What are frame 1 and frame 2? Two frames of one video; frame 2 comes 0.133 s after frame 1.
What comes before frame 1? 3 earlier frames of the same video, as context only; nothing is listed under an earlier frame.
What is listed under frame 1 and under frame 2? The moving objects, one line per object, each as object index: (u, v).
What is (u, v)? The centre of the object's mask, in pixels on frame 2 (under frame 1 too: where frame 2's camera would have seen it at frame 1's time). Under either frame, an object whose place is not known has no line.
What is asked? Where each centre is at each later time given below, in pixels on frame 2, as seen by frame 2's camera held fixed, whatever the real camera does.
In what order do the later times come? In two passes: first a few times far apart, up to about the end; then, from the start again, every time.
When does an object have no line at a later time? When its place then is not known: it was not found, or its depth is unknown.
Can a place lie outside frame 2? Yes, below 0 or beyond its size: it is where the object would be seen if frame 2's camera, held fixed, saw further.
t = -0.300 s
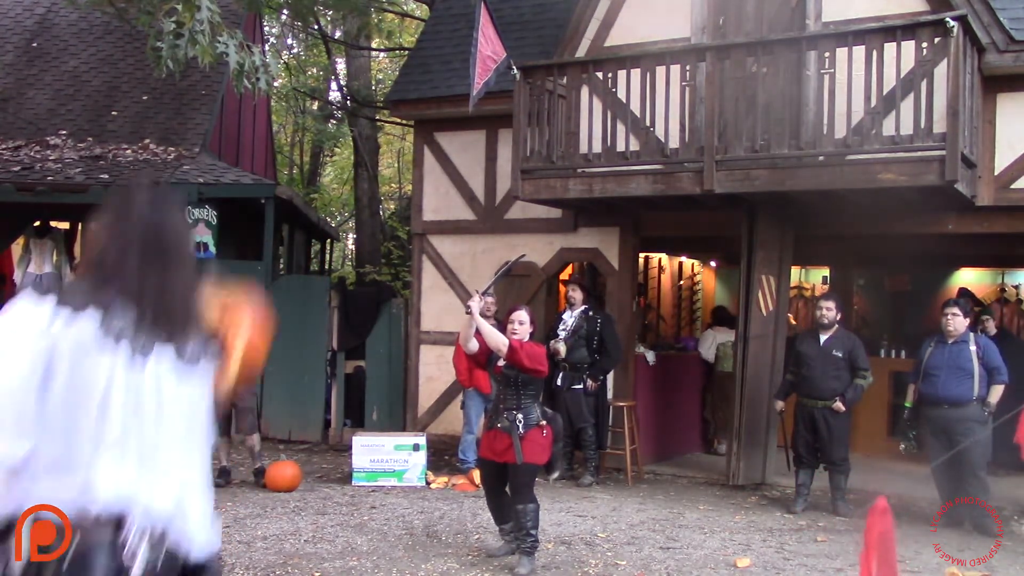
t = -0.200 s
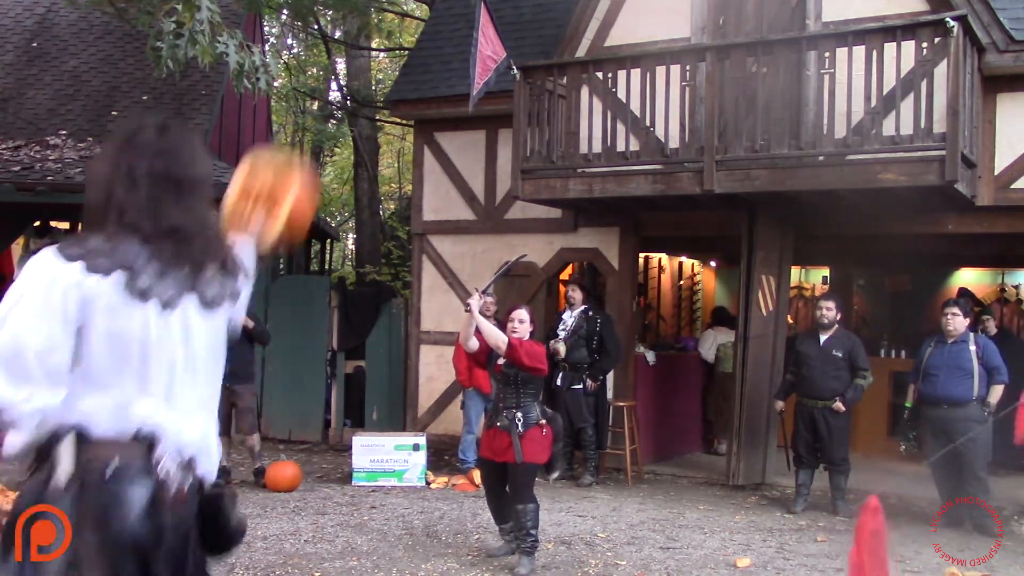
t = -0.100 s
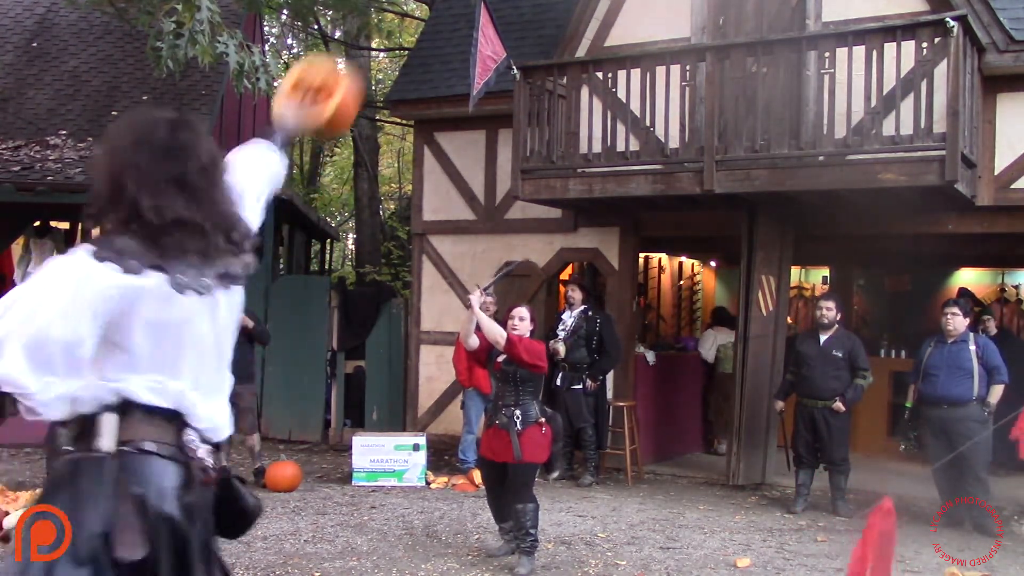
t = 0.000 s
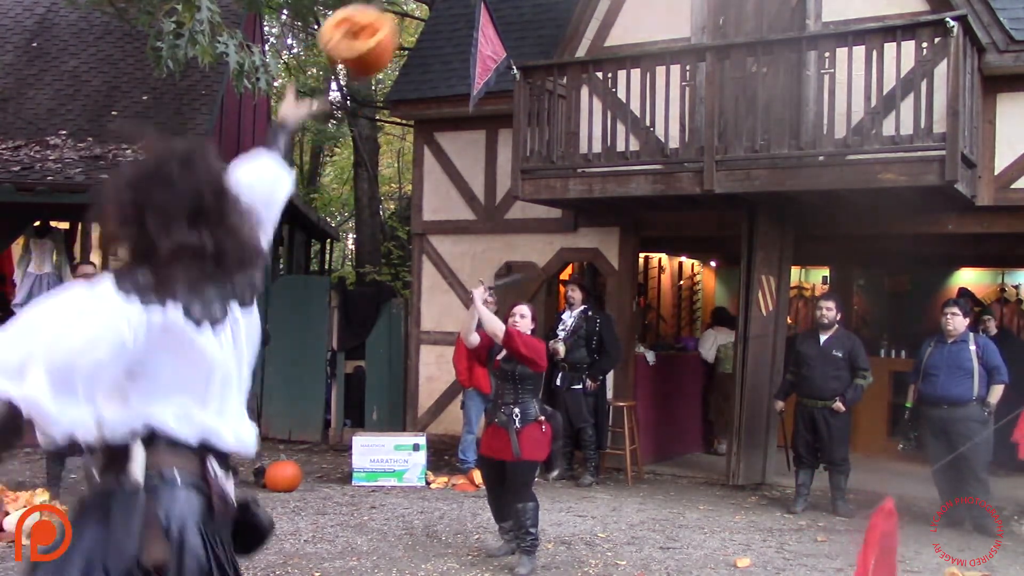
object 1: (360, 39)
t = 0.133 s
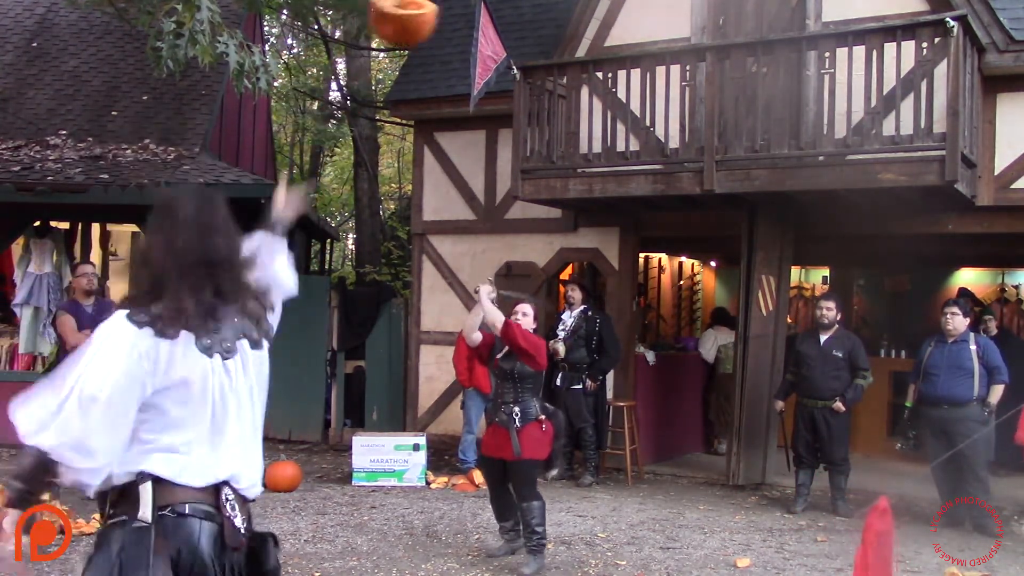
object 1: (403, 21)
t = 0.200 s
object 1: (421, 24)
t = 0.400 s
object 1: (462, 91)
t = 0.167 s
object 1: (413, 22)
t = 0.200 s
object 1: (421, 24)
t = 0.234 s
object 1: (428, 29)
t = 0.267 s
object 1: (436, 37)
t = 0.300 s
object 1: (443, 48)
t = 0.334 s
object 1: (447, 58)
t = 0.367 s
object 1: (455, 74)
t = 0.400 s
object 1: (462, 91)
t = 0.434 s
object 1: (468, 108)
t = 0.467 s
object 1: (474, 126)
